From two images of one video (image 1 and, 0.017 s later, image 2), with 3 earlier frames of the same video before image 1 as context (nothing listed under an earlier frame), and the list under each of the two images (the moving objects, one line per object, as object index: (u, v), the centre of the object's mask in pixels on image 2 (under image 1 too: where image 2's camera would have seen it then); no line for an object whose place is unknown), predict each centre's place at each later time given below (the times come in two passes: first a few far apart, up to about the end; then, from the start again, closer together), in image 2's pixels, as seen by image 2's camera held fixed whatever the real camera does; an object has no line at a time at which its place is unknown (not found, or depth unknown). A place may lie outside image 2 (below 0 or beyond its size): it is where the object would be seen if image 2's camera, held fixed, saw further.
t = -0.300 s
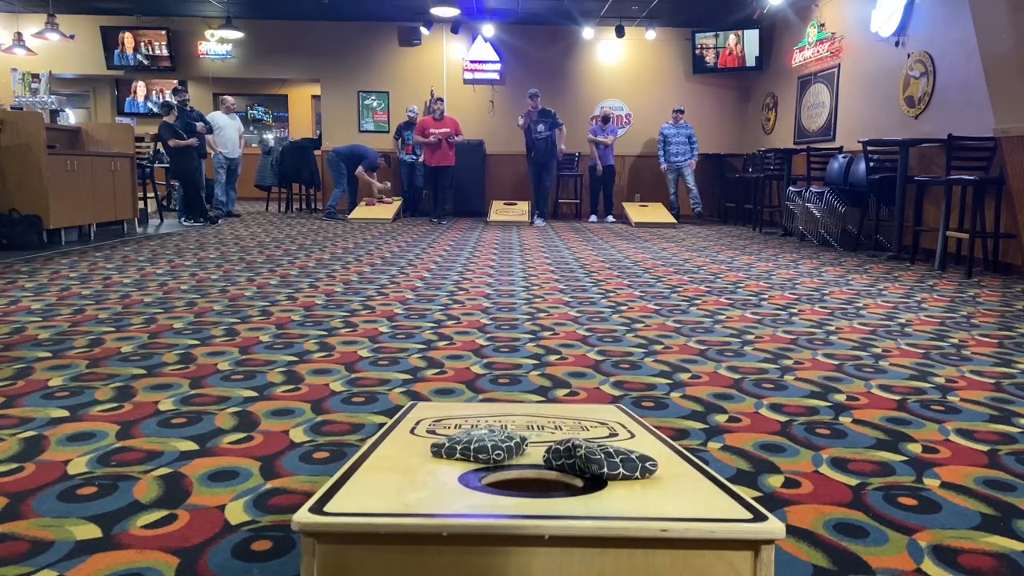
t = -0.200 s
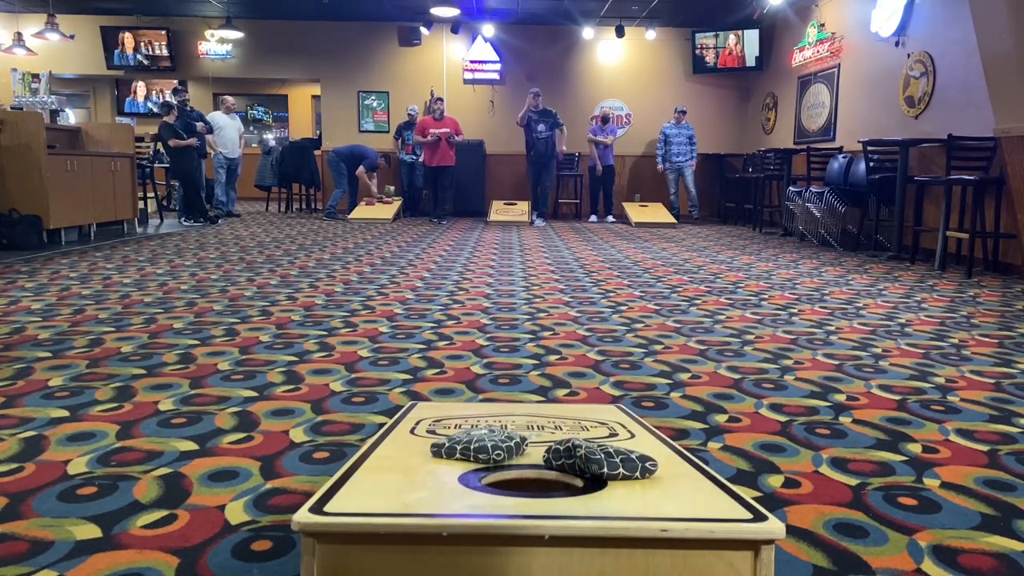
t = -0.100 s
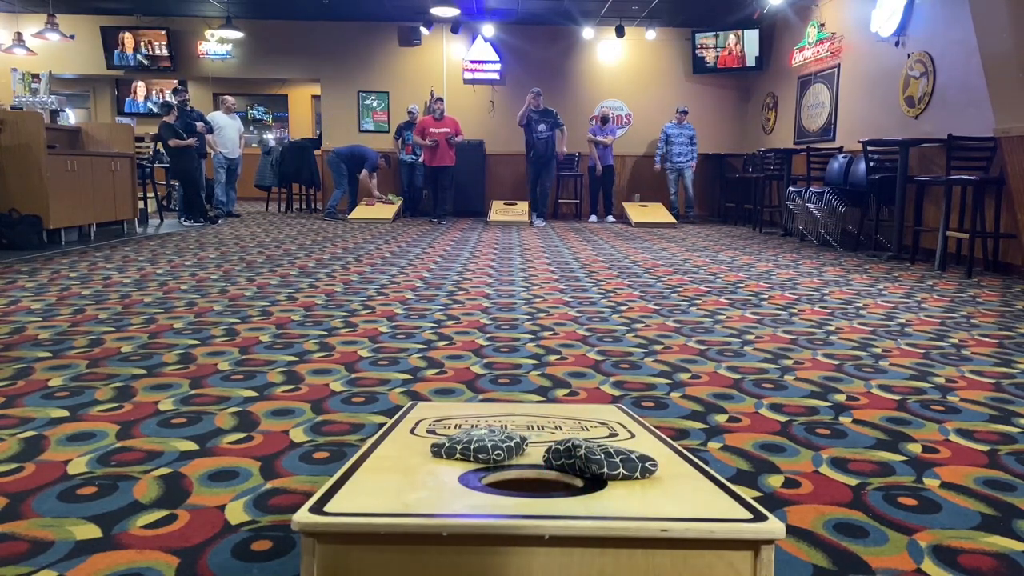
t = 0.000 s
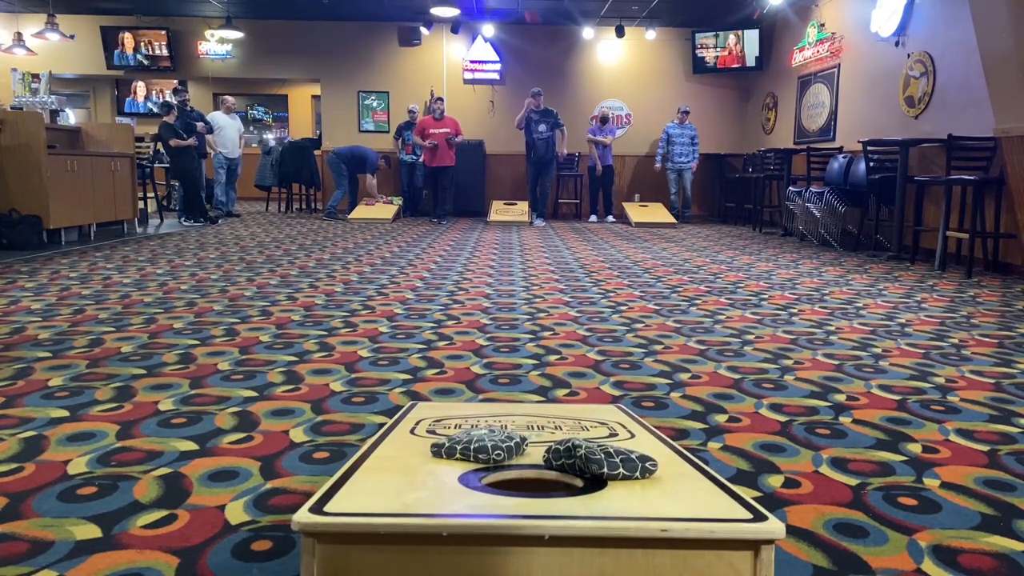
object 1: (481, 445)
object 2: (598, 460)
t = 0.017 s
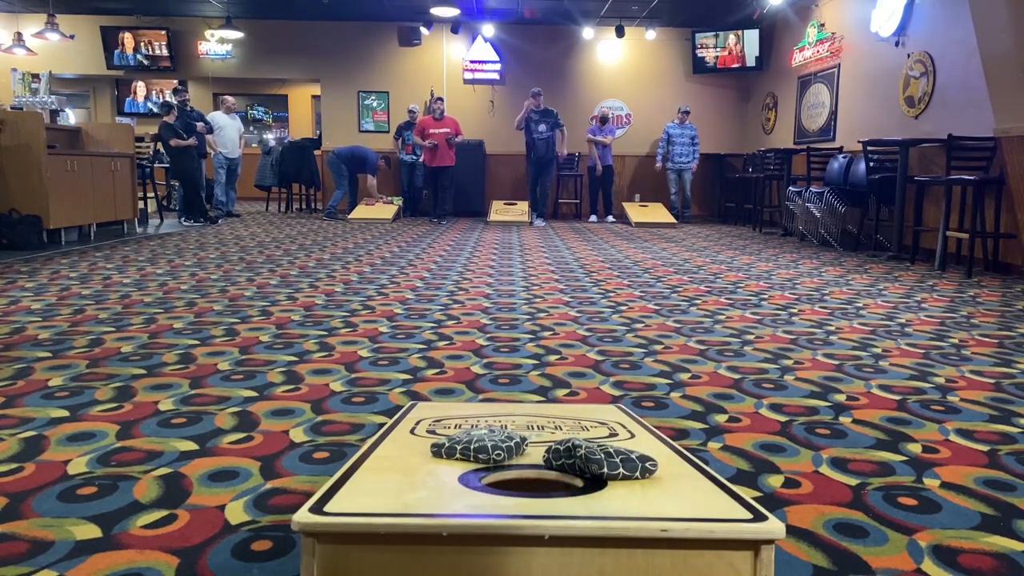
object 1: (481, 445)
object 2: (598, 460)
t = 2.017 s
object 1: (461, 457)
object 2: (607, 466)
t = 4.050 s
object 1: (461, 457)
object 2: (606, 466)
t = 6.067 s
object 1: (461, 457)
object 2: (606, 466)
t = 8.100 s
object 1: (461, 457)
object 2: (606, 466)
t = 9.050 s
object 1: (461, 457)
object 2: (606, 466)
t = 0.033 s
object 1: (481, 445)
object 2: (598, 460)
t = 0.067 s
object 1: (481, 445)
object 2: (598, 460)
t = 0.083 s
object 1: (481, 445)
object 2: (598, 460)
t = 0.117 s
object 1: (481, 445)
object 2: (598, 460)
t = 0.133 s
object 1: (481, 445)
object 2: (598, 460)
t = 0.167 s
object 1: (481, 445)
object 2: (598, 460)
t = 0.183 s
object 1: (481, 445)
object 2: (598, 460)
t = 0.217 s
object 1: (481, 445)
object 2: (598, 460)
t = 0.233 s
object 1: (481, 445)
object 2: (598, 460)
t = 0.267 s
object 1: (481, 445)
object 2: (598, 460)
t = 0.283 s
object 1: (481, 445)
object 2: (598, 460)
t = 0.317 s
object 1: (481, 445)
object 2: (598, 460)
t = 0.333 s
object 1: (481, 445)
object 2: (598, 460)
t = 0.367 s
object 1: (481, 445)
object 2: (598, 460)
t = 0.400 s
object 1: (481, 445)
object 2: (598, 460)
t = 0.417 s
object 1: (481, 445)
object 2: (598, 460)
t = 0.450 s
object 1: (481, 445)
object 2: (598, 460)
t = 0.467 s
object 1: (481, 445)
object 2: (598, 460)
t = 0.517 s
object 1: (481, 446)
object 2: (598, 460)
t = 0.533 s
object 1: (481, 446)
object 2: (598, 460)
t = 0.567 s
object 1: (481, 446)
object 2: (598, 460)
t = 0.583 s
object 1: (481, 446)
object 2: (598, 460)
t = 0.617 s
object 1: (481, 446)
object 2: (598, 460)
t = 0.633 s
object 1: (481, 446)
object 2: (598, 460)
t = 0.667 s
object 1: (481, 446)
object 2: (598, 461)
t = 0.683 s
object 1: (481, 446)
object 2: (598, 461)
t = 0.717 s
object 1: (482, 445)
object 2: (599, 461)
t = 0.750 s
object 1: (479, 444)
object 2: (599, 461)
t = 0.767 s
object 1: (476, 445)
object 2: (599, 461)
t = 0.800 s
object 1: (471, 450)
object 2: (598, 460)
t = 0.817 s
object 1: (468, 452)
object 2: (600, 461)
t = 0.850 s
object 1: (465, 455)
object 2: (603, 463)
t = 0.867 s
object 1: (463, 455)
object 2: (604, 464)
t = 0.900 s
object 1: (462, 456)
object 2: (607, 465)
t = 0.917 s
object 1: (461, 456)
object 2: (607, 465)
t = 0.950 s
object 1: (461, 456)
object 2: (607, 465)
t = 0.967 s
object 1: (461, 456)
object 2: (607, 465)
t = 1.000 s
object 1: (461, 456)
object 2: (607, 465)
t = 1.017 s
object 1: (461, 456)
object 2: (607, 465)
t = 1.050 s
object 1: (461, 456)
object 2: (607, 466)
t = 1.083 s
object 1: (461, 456)
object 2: (607, 465)
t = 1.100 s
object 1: (461, 457)
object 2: (607, 465)
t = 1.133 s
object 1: (461, 457)
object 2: (607, 465)
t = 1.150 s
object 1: (461, 457)
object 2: (607, 465)
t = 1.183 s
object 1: (461, 457)
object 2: (607, 465)
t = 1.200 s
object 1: (461, 457)
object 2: (607, 465)
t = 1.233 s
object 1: (461, 457)
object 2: (607, 465)
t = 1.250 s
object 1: (461, 457)
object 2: (607, 465)
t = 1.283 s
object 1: (461, 457)
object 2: (607, 466)
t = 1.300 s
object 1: (461, 457)
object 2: (607, 466)
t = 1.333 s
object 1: (461, 457)
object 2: (607, 466)
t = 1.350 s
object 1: (461, 457)
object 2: (607, 466)
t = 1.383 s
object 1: (461, 457)
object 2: (607, 466)
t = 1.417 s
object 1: (461, 457)
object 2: (607, 466)
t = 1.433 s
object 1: (461, 457)
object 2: (607, 466)
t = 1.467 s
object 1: (461, 457)
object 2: (607, 466)
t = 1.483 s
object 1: (461, 457)
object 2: (607, 466)
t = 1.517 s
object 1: (461, 457)
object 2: (607, 466)
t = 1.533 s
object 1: (461, 457)
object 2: (607, 466)
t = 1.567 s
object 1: (461, 457)
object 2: (607, 466)
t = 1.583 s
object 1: (461, 457)
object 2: (607, 466)
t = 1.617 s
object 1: (461, 457)
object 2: (607, 466)
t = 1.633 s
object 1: (461, 457)
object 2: (607, 466)
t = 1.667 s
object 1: (461, 457)
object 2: (607, 466)
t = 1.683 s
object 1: (461, 457)
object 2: (607, 466)
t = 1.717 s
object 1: (461, 457)
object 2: (607, 466)
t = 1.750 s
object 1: (461, 457)
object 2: (607, 466)
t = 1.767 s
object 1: (461, 457)
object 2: (607, 466)
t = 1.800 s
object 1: (461, 457)
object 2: (607, 466)
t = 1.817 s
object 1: (461, 457)
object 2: (607, 466)
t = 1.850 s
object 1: (461, 457)
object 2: (607, 466)
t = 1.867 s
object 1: (461, 457)
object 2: (607, 466)
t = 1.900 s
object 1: (461, 457)
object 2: (607, 466)
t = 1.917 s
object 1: (461, 457)
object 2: (607, 466)
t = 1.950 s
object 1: (461, 457)
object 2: (607, 466)
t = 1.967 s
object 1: (461, 457)
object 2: (607, 466)
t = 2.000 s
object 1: (461, 457)
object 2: (607, 466)
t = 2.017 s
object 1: (461, 457)
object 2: (607, 466)
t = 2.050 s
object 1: (461, 457)
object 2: (607, 466)
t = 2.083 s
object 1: (461, 457)
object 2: (607, 466)
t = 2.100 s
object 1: (461, 457)
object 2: (607, 466)
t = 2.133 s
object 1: (461, 457)
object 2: (607, 466)
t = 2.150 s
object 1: (461, 457)
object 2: (607, 466)
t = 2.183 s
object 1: (461, 457)
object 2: (607, 466)
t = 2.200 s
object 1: (461, 457)
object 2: (607, 466)
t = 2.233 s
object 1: (461, 457)
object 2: (607, 466)
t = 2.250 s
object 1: (461, 457)
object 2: (607, 466)
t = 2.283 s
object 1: (461, 457)
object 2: (607, 466)
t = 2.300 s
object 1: (461, 457)
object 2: (607, 466)
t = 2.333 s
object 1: (461, 457)
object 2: (607, 466)
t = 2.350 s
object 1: (461, 457)
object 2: (607, 466)
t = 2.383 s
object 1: (461, 457)
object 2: (607, 466)
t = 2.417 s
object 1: (461, 457)
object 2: (607, 466)
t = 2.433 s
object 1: (461, 457)
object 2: (607, 466)
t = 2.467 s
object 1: (461, 457)
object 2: (607, 466)
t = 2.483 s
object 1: (461, 457)
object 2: (607, 466)
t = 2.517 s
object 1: (461, 457)
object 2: (607, 466)
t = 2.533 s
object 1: (461, 457)
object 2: (607, 466)
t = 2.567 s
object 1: (461, 457)
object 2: (607, 466)
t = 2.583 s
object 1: (461, 457)
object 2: (607, 466)
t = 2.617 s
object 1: (461, 457)
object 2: (607, 466)
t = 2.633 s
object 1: (461, 457)
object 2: (607, 466)
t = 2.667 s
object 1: (461, 457)
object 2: (607, 466)
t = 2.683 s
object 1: (461, 457)
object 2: (607, 466)
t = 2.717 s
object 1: (461, 457)
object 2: (607, 466)
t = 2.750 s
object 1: (461, 457)
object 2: (607, 466)
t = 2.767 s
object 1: (461, 457)
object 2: (607, 466)
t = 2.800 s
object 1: (461, 457)
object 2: (607, 466)
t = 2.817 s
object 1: (461, 457)
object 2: (607, 466)
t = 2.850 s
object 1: (461, 457)
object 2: (607, 466)
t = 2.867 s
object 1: (461, 457)
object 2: (607, 466)
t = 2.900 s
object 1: (461, 457)
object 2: (607, 466)
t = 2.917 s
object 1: (461, 457)
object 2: (607, 466)
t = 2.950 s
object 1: (461, 457)
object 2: (607, 466)
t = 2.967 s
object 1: (461, 457)
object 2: (607, 466)
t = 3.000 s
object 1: (461, 457)
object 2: (607, 466)
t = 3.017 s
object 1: (461, 457)
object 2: (607, 466)
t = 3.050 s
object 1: (461, 457)
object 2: (607, 466)
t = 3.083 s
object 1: (461, 457)
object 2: (607, 466)
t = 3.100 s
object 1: (461, 457)
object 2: (607, 466)
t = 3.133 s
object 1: (461, 457)
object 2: (607, 466)
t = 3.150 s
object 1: (461, 457)
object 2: (607, 466)
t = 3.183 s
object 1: (461, 457)
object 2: (606, 466)
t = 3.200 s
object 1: (461, 457)
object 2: (606, 466)
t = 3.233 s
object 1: (461, 457)
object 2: (607, 466)
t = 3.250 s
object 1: (461, 457)
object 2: (606, 466)
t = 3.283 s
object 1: (461, 457)
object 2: (606, 466)
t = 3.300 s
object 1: (461, 457)
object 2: (606, 466)
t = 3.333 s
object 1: (461, 457)
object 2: (607, 466)
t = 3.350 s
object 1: (461, 457)
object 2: (607, 466)
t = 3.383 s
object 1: (461, 457)
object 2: (607, 466)
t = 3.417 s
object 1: (461, 457)
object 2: (606, 466)
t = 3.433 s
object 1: (461, 457)
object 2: (606, 466)
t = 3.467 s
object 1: (461, 457)
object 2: (607, 466)
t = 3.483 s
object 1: (461, 457)
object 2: (607, 466)
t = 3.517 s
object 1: (461, 457)
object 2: (606, 466)
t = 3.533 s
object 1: (461, 457)
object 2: (606, 466)
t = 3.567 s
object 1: (461, 457)
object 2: (606, 466)
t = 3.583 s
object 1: (461, 457)
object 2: (606, 466)
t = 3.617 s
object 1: (461, 457)
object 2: (606, 466)
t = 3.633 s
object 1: (461, 457)
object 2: (606, 466)
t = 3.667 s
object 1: (461, 457)
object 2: (606, 466)
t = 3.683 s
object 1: (461, 457)
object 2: (606, 466)
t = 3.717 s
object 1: (461, 457)
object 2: (606, 466)
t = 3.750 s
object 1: (461, 457)
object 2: (606, 466)
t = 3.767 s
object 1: (461, 457)
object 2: (606, 466)
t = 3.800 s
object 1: (461, 457)
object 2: (606, 466)
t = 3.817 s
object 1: (461, 457)
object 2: (606, 466)
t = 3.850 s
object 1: (461, 457)
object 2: (606, 466)
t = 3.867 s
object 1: (461, 457)
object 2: (606, 466)
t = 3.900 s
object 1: (461, 457)
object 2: (606, 466)
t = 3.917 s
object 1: (461, 457)
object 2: (606, 466)
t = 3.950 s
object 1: (461, 457)
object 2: (606, 466)
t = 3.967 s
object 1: (461, 457)
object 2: (606, 466)
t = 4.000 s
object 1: (461, 457)
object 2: (606, 466)
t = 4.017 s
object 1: (461, 457)
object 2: (606, 466)
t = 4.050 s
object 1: (461, 457)
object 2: (606, 466)
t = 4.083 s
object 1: (461, 457)
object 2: (606, 466)
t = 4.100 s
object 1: (461, 457)
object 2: (606, 466)
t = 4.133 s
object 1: (461, 457)
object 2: (606, 466)
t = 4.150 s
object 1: (461, 457)
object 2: (606, 466)
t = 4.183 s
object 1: (461, 457)
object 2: (606, 466)
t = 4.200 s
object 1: (461, 457)
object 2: (606, 466)
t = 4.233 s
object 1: (461, 457)
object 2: (606, 466)
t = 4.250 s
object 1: (461, 457)
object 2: (606, 466)
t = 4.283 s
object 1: (461, 457)
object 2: (606, 466)
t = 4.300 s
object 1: (461, 457)
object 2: (606, 466)
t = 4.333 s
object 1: (461, 457)
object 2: (606, 466)
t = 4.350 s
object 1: (461, 457)
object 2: (606, 466)
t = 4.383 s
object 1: (461, 457)
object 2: (606, 466)
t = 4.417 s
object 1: (461, 457)
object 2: (606, 466)
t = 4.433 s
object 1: (461, 457)
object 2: (606, 466)
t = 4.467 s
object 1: (461, 457)
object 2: (606, 466)
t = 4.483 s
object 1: (461, 457)
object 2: (606, 466)
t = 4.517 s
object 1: (461, 457)
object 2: (606, 466)
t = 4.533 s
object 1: (461, 457)
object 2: (606, 466)
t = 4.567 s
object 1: (461, 457)
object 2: (606, 466)
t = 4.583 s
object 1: (461, 457)
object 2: (606, 466)
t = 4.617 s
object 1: (461, 457)
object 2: (606, 466)
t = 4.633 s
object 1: (461, 457)
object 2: (606, 466)
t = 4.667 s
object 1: (461, 457)
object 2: (606, 466)
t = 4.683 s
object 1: (461, 457)
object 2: (606, 466)
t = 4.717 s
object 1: (461, 457)
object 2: (606, 466)
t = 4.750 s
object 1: (461, 457)
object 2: (606, 466)
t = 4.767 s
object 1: (461, 457)
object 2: (606, 466)
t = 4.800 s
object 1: (461, 457)
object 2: (606, 466)
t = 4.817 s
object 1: (461, 457)
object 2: (606, 466)
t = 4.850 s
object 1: (461, 457)
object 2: (606, 466)
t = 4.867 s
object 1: (461, 457)
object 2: (606, 466)
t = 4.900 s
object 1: (461, 457)
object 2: (606, 466)
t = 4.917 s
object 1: (461, 457)
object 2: (606, 466)
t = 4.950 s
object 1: (461, 457)
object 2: (606, 466)
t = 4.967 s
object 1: (461, 457)
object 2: (606, 466)
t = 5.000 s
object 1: (461, 457)
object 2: (606, 466)
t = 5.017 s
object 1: (461, 457)
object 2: (606, 466)
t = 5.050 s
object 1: (461, 457)
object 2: (606, 466)
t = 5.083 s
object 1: (461, 457)
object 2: (606, 466)
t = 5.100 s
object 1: (461, 457)
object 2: (606, 466)
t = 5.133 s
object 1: (461, 457)
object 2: (606, 466)
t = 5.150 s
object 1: (461, 457)
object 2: (606, 466)
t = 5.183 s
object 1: (461, 457)
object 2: (606, 466)
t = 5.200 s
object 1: (461, 457)
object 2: (606, 466)
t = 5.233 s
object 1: (461, 457)
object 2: (606, 466)
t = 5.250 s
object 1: (461, 457)
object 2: (606, 466)
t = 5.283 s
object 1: (461, 457)
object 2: (606, 466)
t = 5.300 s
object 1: (461, 457)
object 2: (606, 466)
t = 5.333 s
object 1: (461, 457)
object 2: (606, 466)
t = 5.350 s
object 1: (461, 457)
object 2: (606, 466)
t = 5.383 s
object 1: (461, 457)
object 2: (606, 466)
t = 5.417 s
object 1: (461, 457)
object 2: (606, 466)
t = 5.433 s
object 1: (461, 457)
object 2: (606, 466)
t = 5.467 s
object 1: (461, 457)
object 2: (606, 466)
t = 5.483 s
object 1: (461, 457)
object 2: (606, 466)
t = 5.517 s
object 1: (461, 457)
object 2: (606, 466)
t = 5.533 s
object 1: (461, 457)
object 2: (606, 466)
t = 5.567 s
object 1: (461, 457)
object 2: (606, 466)
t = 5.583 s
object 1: (461, 457)
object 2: (606, 466)
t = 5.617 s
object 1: (461, 457)
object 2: (606, 466)
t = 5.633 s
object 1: (461, 457)
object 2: (606, 466)
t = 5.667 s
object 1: (461, 457)
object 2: (606, 466)
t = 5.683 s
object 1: (461, 457)
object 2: (606, 466)
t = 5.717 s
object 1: (461, 457)
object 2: (606, 466)
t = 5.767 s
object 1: (461, 457)
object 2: (606, 466)
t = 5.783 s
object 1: (461, 457)
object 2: (606, 466)
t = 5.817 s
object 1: (461, 457)
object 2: (606, 466)
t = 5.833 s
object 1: (461, 457)
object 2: (606, 466)
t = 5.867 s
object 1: (461, 457)
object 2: (606, 466)
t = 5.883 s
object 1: (461, 457)
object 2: (606, 466)
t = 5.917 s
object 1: (461, 457)
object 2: (606, 466)
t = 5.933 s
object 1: (461, 457)
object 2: (606, 466)
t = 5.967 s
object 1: (461, 457)
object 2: (606, 466)
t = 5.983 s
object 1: (461, 457)
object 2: (606, 466)
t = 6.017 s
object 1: (461, 457)
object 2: (606, 466)
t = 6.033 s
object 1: (461, 457)
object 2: (606, 466)
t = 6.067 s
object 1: (461, 457)
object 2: (606, 466)
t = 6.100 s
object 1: (461, 457)
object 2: (606, 466)
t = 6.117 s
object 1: (461, 457)
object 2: (606, 466)
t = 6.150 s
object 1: (461, 457)
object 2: (606, 466)
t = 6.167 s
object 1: (461, 457)
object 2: (606, 466)
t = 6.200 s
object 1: (461, 457)
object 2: (606, 466)
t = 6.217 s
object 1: (461, 457)
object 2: (606, 466)
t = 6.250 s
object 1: (461, 457)
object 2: (606, 466)
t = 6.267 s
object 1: (461, 457)
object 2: (606, 466)
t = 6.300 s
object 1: (461, 457)
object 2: (606, 466)
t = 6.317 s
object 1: (461, 457)
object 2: (606, 466)
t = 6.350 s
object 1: (461, 457)
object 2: (606, 466)
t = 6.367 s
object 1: (461, 457)
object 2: (606, 466)
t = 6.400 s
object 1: (461, 457)
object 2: (606, 466)
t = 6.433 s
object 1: (461, 457)
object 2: (606, 466)
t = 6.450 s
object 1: (461, 457)
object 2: (606, 466)
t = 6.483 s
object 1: (461, 457)
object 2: (606, 466)
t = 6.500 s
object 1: (461, 457)
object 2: (606, 466)
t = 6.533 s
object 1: (461, 457)
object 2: (606, 466)
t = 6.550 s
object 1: (461, 457)
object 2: (606, 466)
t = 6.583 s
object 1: (461, 457)
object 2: (606, 466)
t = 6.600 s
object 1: (461, 457)
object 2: (606, 466)
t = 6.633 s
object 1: (461, 457)
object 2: (606, 466)
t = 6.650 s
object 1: (461, 457)
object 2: (606, 466)
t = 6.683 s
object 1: (461, 457)
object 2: (606, 466)
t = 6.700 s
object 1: (461, 457)
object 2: (606, 466)
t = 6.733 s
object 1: (461, 457)
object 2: (606, 466)
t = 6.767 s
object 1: (461, 457)
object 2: (606, 466)
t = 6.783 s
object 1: (461, 457)
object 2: (606, 466)
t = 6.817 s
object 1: (461, 457)
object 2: (606, 466)
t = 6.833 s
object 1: (461, 457)
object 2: (606, 466)
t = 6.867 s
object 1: (461, 457)
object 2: (606, 466)
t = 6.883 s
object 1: (461, 457)
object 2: (606, 466)
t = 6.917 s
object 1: (461, 457)
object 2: (606, 466)
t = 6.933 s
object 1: (461, 457)
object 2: (606, 466)
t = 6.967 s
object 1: (461, 457)
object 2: (606, 466)
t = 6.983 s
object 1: (461, 457)
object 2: (606, 466)
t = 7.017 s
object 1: (461, 457)
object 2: (606, 466)
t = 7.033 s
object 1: (461, 457)
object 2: (606, 466)
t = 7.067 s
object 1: (461, 457)
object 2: (606, 466)
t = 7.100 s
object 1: (461, 457)
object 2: (606, 466)
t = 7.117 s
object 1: (461, 457)
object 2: (606, 466)
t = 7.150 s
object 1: (461, 457)
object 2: (606, 466)
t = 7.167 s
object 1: (461, 457)
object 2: (606, 466)
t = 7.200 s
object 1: (461, 457)
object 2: (606, 466)
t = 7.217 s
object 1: (461, 457)
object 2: (606, 466)
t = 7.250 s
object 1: (461, 457)
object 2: (606, 466)
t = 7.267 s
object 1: (461, 457)
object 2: (606, 466)
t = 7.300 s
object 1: (461, 457)
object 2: (606, 466)
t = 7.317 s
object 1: (461, 457)
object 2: (606, 466)
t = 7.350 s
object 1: (461, 457)
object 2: (606, 466)
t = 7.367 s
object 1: (461, 457)
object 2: (606, 466)
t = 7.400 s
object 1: (461, 457)
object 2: (606, 466)
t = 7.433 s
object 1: (461, 457)
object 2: (606, 466)
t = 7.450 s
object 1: (461, 457)
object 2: (606, 466)
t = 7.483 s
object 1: (461, 457)
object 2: (606, 466)
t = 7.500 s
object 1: (461, 457)
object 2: (606, 466)
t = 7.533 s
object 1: (461, 457)
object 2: (606, 466)
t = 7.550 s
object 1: (461, 457)
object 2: (606, 466)
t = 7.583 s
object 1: (461, 457)
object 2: (606, 466)
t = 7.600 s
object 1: (461, 457)
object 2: (606, 466)
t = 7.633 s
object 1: (461, 457)
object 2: (606, 466)
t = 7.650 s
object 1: (461, 457)
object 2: (606, 466)
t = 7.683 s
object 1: (461, 457)
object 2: (606, 466)
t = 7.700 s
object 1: (461, 457)
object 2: (606, 466)
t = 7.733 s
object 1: (461, 457)
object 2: (606, 466)
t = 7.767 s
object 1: (461, 457)
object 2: (606, 466)
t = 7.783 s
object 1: (461, 457)
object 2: (606, 466)
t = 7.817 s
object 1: (461, 457)
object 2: (606, 466)
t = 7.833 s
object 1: (461, 457)
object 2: (606, 466)
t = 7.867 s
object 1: (461, 457)
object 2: (606, 466)
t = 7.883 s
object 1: (461, 457)
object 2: (606, 466)
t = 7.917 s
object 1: (461, 457)
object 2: (606, 466)
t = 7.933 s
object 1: (461, 457)
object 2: (606, 466)
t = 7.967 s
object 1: (461, 457)
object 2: (606, 466)
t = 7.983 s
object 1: (461, 457)
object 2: (606, 466)
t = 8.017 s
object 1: (461, 457)
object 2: (606, 466)
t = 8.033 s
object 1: (461, 457)
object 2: (606, 466)
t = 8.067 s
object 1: (461, 457)
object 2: (606, 466)
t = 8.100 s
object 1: (461, 457)
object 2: (606, 466)
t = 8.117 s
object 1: (461, 457)
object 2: (606, 466)
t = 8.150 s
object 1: (461, 457)
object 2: (606, 466)
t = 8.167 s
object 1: (461, 457)
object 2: (606, 466)
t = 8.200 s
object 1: (461, 457)
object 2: (606, 466)
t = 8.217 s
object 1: (461, 457)
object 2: (606, 466)
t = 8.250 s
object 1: (461, 457)
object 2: (606, 466)
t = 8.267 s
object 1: (461, 457)
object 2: (606, 466)
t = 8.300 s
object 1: (461, 457)
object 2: (606, 466)
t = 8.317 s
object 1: (461, 457)
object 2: (606, 466)
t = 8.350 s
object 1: (461, 457)
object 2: (606, 466)
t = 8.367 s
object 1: (461, 457)
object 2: (606, 466)
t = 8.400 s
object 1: (461, 457)
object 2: (606, 466)
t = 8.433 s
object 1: (461, 457)
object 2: (606, 466)
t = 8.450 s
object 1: (461, 457)
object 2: (606, 466)
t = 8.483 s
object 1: (461, 457)
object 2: (606, 466)
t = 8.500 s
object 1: (461, 457)
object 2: (606, 466)
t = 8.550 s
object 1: (461, 457)
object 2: (606, 466)
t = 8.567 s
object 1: (461, 457)
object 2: (606, 466)
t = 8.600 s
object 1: (461, 457)
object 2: (606, 466)
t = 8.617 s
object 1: (461, 457)
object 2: (606, 466)
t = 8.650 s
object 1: (461, 457)
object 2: (606, 466)
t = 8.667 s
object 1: (461, 457)
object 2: (606, 466)
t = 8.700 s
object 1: (461, 457)
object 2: (606, 466)
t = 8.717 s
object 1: (461, 457)
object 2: (606, 466)
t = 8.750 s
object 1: (461, 457)
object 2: (606, 466)
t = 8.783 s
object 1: (461, 457)
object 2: (606, 466)
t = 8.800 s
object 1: (461, 457)
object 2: (606, 466)
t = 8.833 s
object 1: (461, 457)
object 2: (606, 466)
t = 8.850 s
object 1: (461, 457)
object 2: (606, 466)
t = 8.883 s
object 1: (461, 457)
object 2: (606, 466)
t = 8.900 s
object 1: (461, 457)
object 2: (606, 466)
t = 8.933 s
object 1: (461, 457)
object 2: (606, 466)
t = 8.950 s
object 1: (461, 457)
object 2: (606, 466)
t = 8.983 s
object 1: (461, 457)
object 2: (606, 466)
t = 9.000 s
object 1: (461, 457)
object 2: (606, 466)
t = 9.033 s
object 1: (461, 457)
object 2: (606, 466)
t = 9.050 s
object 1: (461, 457)
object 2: (606, 466)
